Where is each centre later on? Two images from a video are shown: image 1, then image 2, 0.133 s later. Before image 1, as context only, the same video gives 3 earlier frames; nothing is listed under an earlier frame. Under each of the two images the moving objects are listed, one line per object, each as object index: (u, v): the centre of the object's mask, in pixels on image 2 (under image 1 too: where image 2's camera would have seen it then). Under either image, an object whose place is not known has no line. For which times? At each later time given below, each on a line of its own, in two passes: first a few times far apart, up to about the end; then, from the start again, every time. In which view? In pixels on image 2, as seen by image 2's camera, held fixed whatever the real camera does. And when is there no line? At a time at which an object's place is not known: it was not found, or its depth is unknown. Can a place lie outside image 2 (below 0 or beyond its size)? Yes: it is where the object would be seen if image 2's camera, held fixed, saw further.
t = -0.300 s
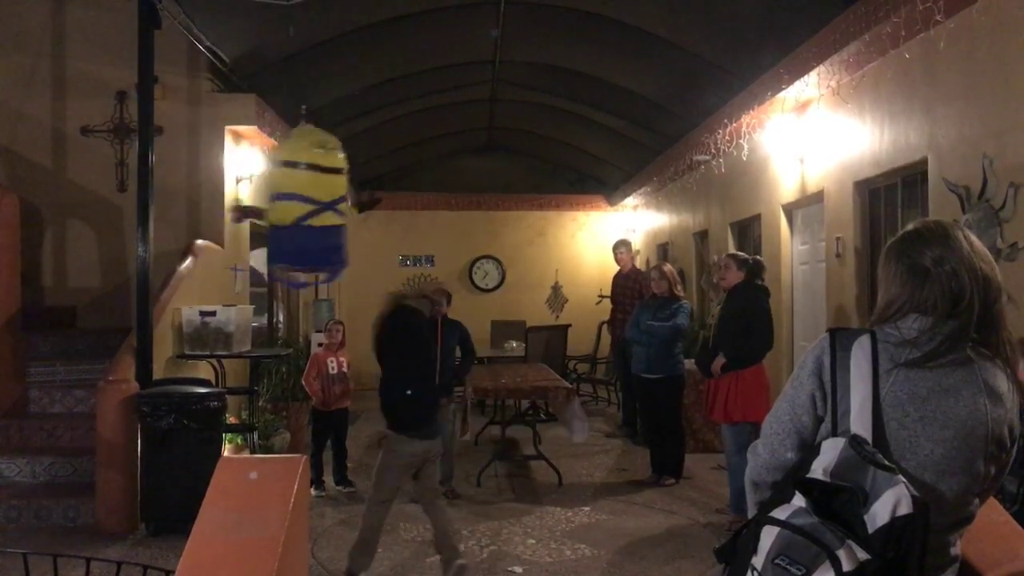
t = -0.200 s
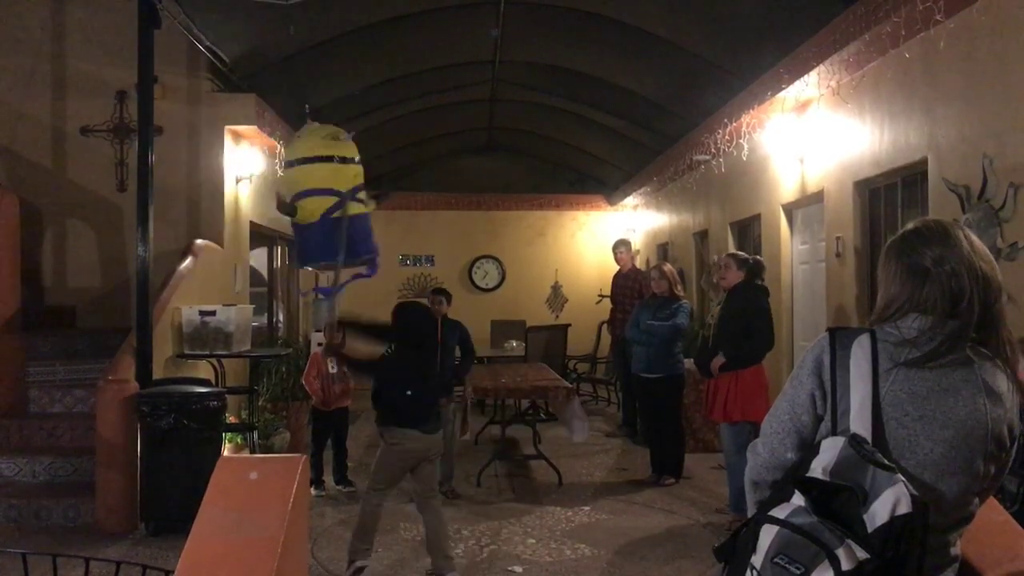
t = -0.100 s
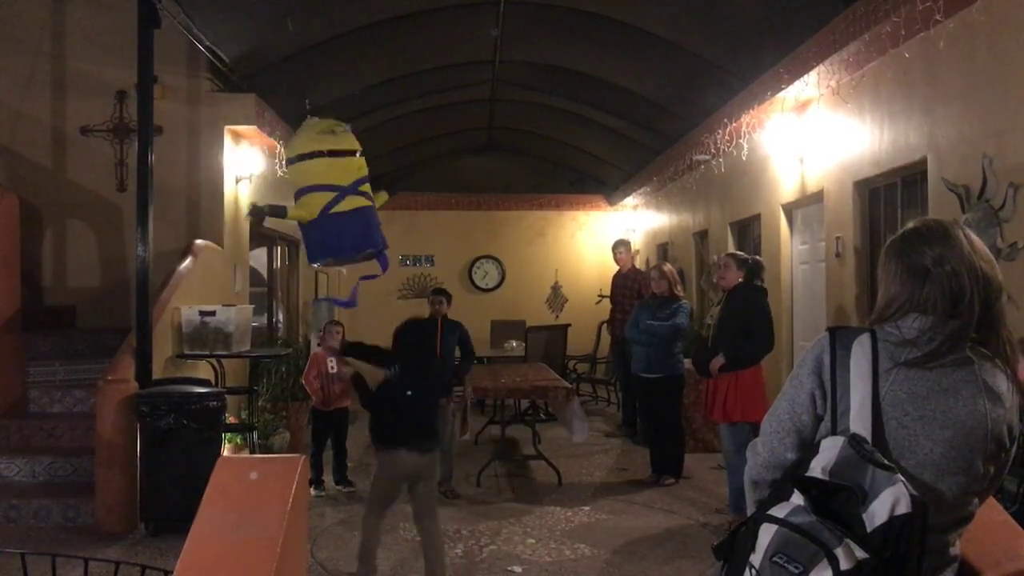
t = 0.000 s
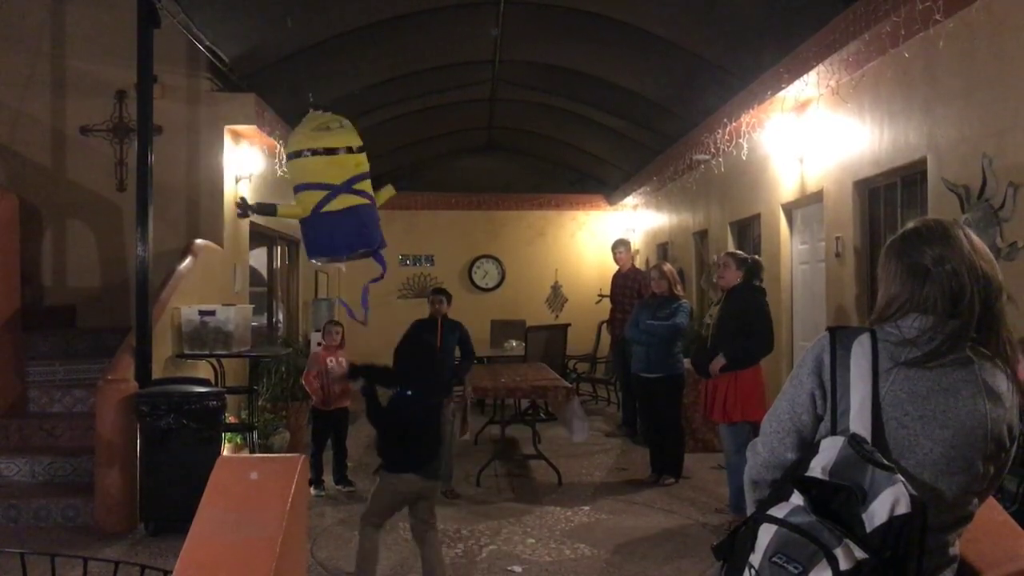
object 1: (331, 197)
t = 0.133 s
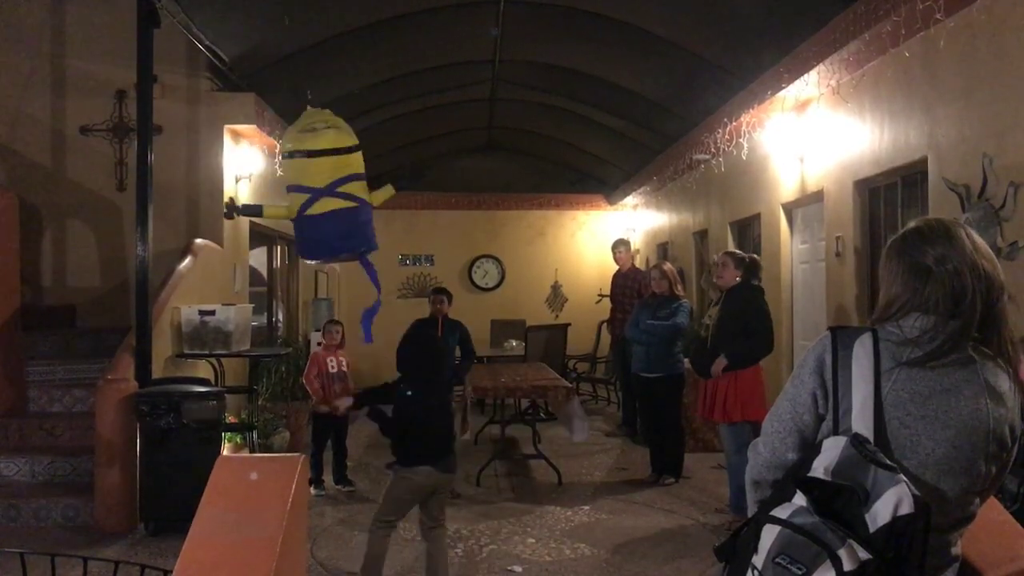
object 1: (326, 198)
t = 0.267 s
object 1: (312, 198)
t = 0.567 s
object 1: (269, 216)
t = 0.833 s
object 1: (236, 224)
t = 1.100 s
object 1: (232, 223)
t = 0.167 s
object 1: (323, 198)
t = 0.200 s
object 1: (320, 198)
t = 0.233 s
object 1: (316, 199)
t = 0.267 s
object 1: (312, 198)
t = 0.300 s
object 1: (308, 199)
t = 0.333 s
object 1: (304, 200)
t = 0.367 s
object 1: (300, 202)
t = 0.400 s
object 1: (295, 203)
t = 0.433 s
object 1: (290, 206)
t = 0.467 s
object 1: (286, 208)
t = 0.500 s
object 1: (280, 211)
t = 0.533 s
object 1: (276, 214)
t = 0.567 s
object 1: (269, 216)
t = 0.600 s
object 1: (265, 219)
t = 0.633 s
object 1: (259, 222)
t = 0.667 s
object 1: (254, 225)
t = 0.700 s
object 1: (250, 228)
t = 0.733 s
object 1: (246, 230)
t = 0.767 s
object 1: (242, 225)
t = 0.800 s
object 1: (238, 225)
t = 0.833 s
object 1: (236, 224)
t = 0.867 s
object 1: (234, 220)
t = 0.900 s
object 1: (233, 216)
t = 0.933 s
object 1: (233, 222)
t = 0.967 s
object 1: (231, 216)
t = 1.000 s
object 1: (231, 222)
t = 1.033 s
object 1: (230, 223)
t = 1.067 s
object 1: (231, 223)
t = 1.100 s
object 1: (232, 223)
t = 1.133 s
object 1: (233, 226)
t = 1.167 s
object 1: (234, 230)
